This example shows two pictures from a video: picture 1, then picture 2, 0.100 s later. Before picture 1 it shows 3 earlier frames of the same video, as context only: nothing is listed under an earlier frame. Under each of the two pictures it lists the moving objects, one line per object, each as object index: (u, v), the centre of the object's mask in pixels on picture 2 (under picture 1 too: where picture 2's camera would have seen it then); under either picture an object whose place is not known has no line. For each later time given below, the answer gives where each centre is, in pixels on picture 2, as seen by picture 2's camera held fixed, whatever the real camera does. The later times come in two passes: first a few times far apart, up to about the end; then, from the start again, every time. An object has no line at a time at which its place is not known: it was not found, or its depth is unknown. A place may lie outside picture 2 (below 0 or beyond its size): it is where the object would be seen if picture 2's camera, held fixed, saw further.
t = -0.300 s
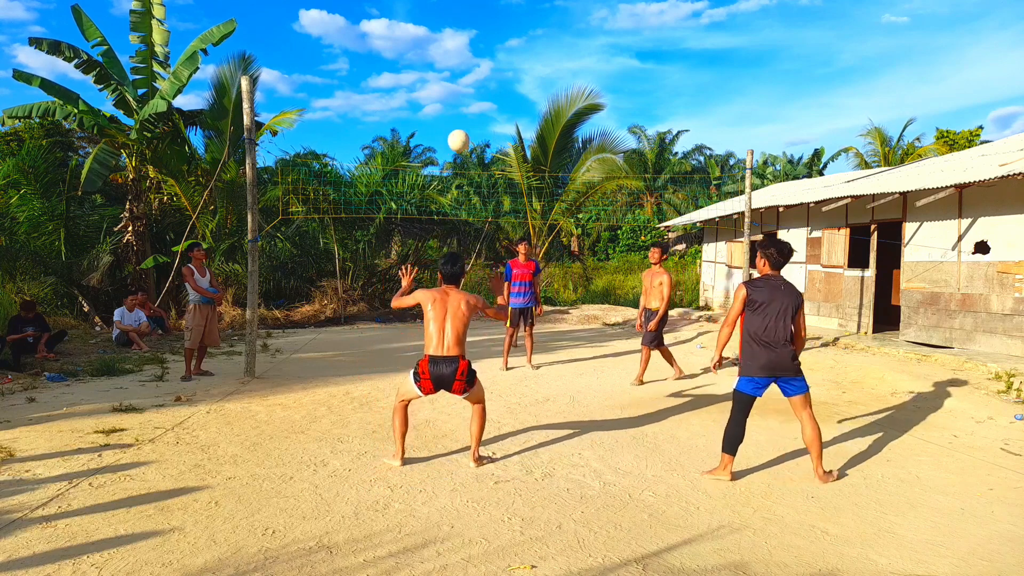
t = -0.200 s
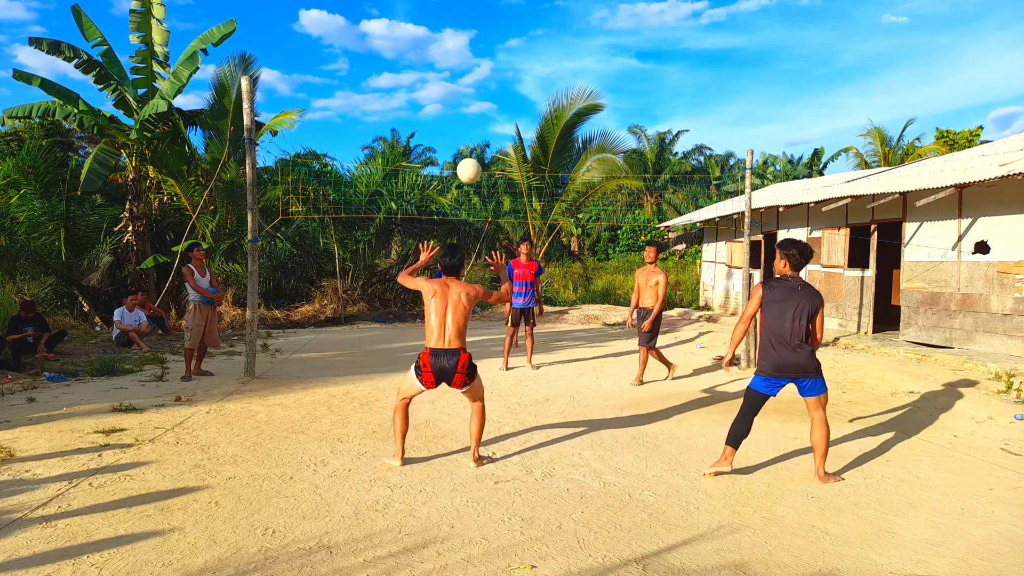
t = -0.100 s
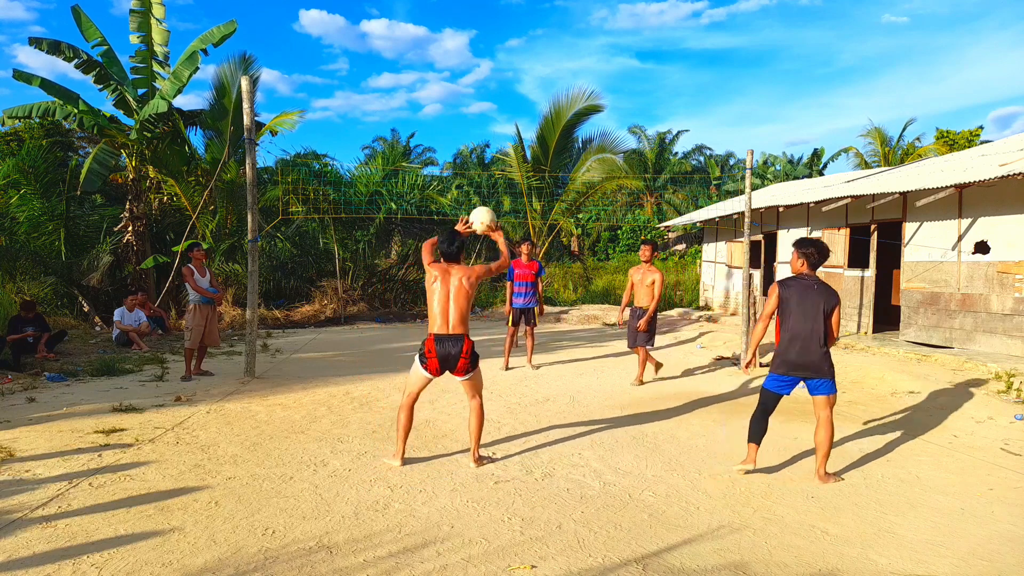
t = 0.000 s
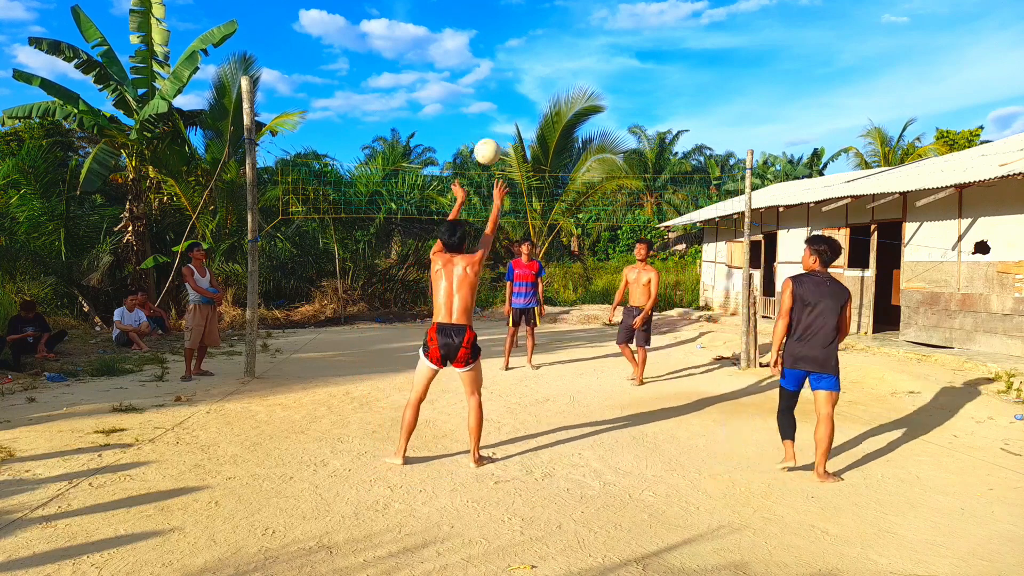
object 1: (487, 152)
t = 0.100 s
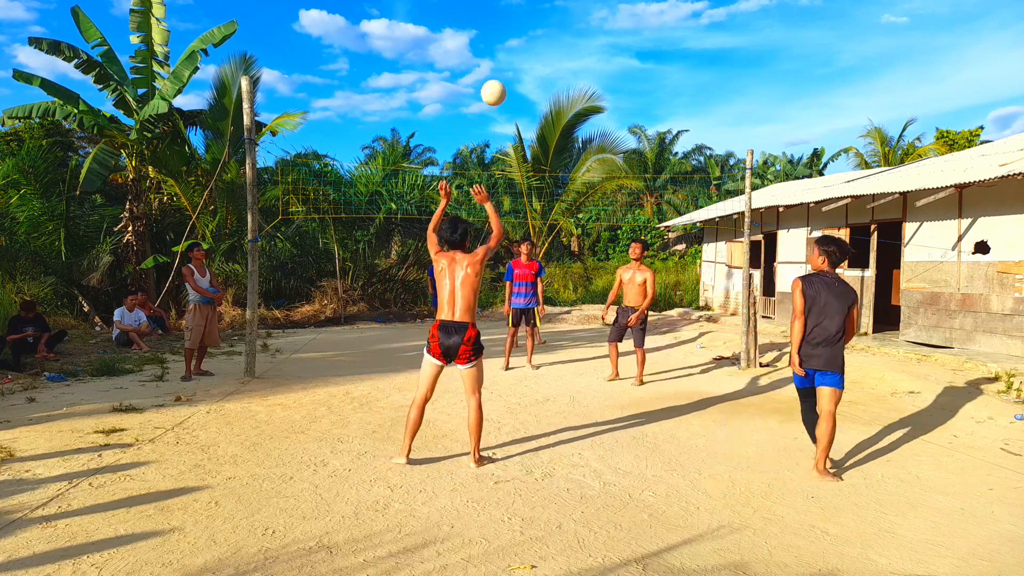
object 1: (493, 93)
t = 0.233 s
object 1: (502, 42)
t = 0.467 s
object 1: (515, 10)
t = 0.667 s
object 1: (522, 28)
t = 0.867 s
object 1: (529, 80)
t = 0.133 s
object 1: (495, 77)
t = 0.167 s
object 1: (497, 64)
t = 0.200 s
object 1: (500, 52)
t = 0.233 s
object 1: (502, 42)
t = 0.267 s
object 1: (504, 33)
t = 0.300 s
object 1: (506, 26)
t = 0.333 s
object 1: (508, 20)
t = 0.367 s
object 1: (510, 15)
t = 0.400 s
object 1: (512, 12)
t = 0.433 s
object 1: (514, 10)
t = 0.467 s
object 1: (515, 10)
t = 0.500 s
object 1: (517, 10)
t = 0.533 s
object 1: (518, 11)
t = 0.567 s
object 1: (519, 13)
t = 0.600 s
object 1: (520, 17)
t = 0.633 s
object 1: (521, 22)
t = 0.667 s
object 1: (522, 28)
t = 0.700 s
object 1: (523, 34)
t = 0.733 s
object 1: (524, 42)
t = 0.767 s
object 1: (525, 50)
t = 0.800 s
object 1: (527, 60)
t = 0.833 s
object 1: (528, 70)
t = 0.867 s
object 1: (529, 80)
